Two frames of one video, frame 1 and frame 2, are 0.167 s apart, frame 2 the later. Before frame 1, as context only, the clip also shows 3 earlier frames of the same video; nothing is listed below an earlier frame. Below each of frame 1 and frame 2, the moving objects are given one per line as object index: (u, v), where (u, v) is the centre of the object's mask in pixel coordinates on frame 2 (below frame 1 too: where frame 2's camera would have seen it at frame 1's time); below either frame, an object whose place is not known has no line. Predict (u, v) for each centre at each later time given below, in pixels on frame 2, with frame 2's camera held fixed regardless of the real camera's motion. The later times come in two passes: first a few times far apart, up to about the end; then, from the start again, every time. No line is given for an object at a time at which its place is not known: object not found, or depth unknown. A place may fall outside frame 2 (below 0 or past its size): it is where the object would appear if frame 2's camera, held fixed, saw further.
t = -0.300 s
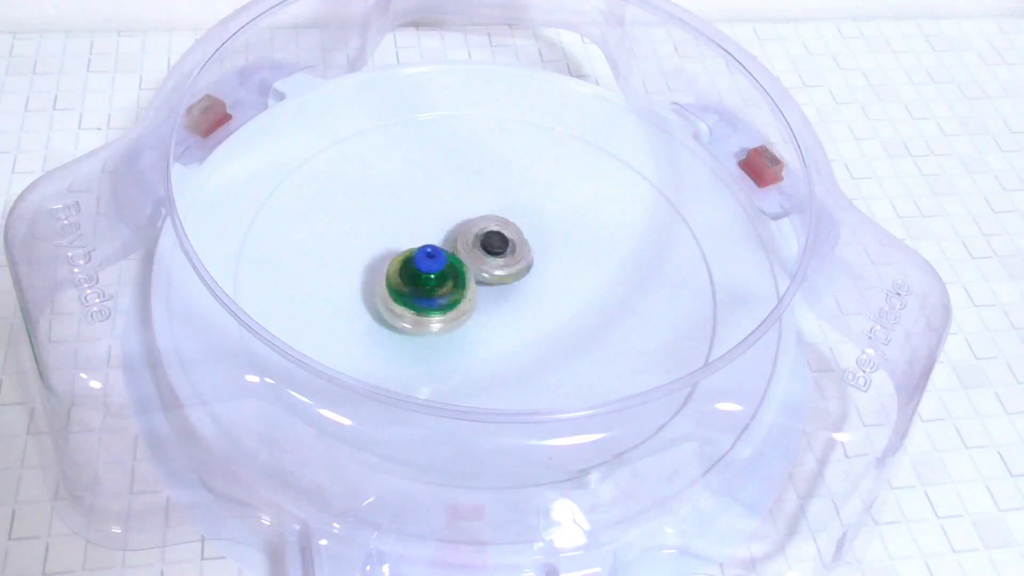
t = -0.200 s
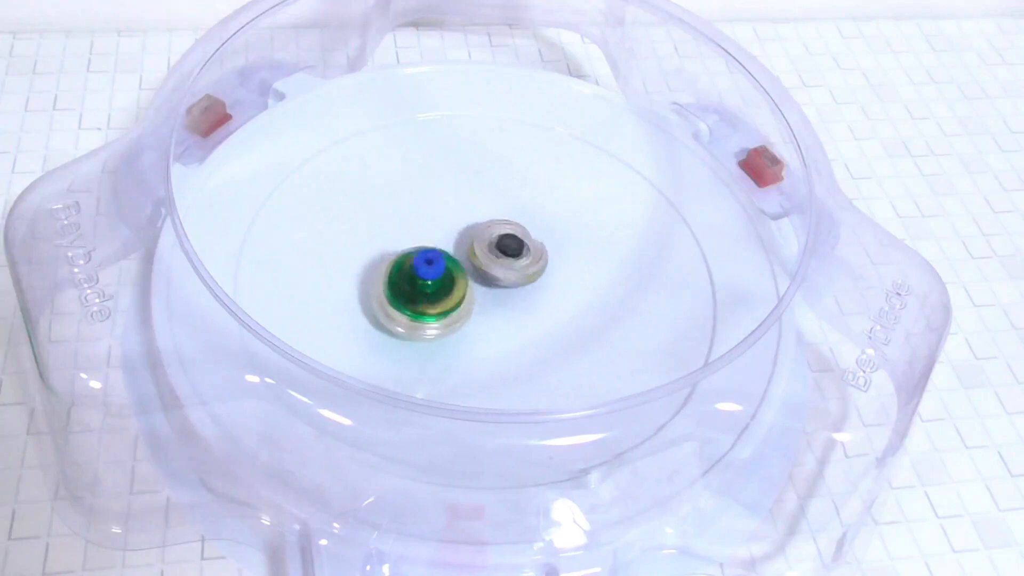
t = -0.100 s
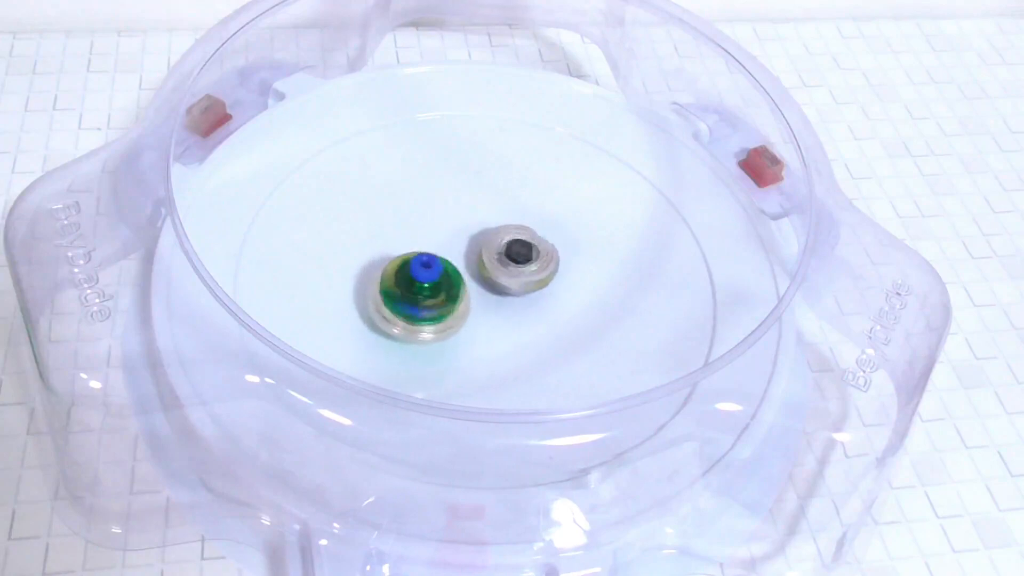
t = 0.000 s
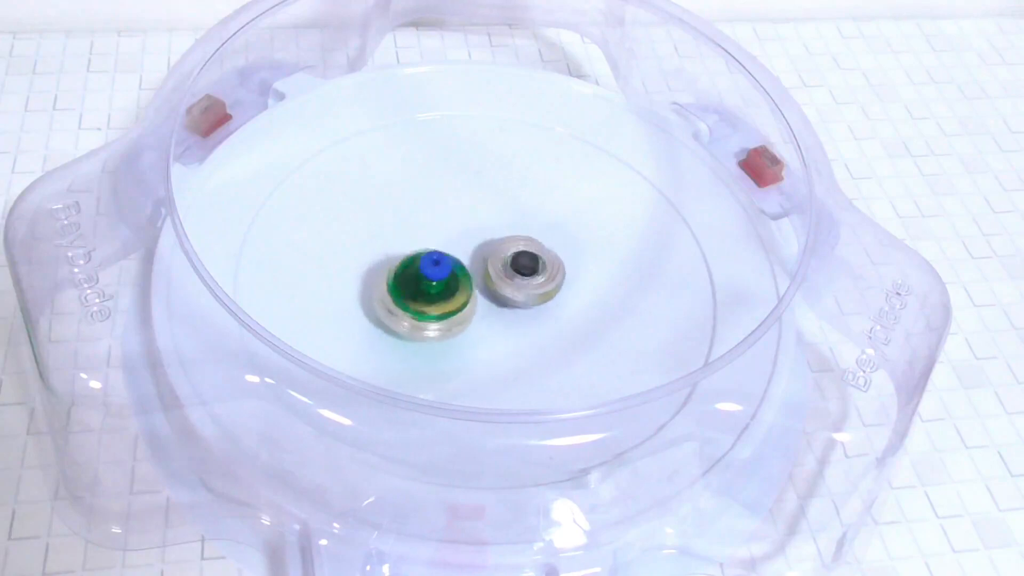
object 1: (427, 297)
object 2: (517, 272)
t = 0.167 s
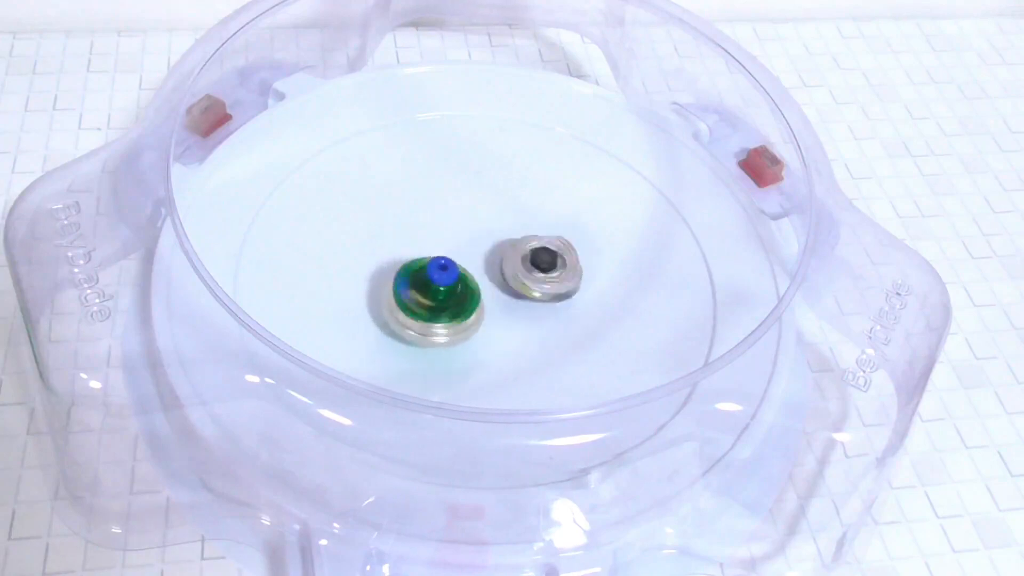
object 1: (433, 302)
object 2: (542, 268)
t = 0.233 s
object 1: (433, 304)
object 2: (543, 266)
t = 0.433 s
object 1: (451, 295)
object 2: (534, 275)
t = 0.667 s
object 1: (462, 301)
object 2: (482, 225)
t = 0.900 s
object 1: (491, 290)
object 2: (496, 223)
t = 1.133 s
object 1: (514, 300)
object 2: (473, 232)
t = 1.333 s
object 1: (508, 293)
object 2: (472, 229)
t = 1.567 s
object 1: (490, 281)
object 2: (473, 219)
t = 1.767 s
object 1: (474, 294)
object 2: (477, 224)
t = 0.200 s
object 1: (433, 305)
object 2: (544, 267)
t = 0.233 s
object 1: (433, 304)
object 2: (543, 266)
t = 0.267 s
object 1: (433, 304)
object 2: (543, 267)
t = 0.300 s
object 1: (435, 303)
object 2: (541, 269)
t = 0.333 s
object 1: (438, 302)
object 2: (541, 272)
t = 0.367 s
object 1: (442, 299)
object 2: (536, 274)
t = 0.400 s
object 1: (446, 298)
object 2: (533, 275)
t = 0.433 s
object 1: (451, 295)
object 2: (534, 275)
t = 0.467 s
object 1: (453, 300)
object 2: (529, 262)
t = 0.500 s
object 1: (455, 302)
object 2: (522, 256)
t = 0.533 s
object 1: (456, 302)
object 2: (515, 243)
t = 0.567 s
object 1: (457, 303)
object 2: (505, 237)
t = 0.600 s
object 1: (459, 303)
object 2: (495, 229)
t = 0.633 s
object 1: (459, 302)
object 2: (486, 226)
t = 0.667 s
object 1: (462, 301)
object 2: (482, 225)
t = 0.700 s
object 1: (465, 298)
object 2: (481, 223)
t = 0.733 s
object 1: (468, 297)
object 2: (482, 223)
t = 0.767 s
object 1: (472, 293)
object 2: (491, 223)
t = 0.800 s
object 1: (476, 291)
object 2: (495, 224)
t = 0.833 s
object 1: (480, 289)
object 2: (496, 224)
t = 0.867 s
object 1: (485, 289)
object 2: (497, 223)
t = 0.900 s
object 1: (491, 290)
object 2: (496, 223)
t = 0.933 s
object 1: (497, 289)
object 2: (494, 224)
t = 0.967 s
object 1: (501, 294)
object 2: (491, 225)
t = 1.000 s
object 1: (505, 294)
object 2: (482, 226)
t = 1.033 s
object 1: (507, 296)
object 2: (478, 229)
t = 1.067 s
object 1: (511, 299)
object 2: (475, 231)
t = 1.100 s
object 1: (513, 299)
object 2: (474, 232)
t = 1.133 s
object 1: (514, 300)
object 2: (473, 232)
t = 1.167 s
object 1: (514, 301)
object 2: (473, 232)
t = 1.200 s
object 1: (514, 300)
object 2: (472, 231)
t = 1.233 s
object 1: (513, 299)
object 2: (472, 231)
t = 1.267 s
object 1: (512, 298)
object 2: (472, 231)
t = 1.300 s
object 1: (510, 294)
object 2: (472, 230)
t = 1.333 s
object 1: (508, 293)
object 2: (472, 229)
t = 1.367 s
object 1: (505, 288)
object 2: (473, 228)
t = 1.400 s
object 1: (502, 286)
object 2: (475, 226)
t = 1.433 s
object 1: (498, 281)
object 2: (477, 224)
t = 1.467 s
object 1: (497, 278)
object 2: (478, 219)
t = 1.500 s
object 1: (495, 279)
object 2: (476, 219)
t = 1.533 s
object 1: (493, 279)
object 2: (475, 219)
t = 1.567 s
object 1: (490, 281)
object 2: (473, 219)
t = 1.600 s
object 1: (488, 285)
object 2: (473, 220)
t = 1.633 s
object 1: (486, 288)
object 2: (474, 221)
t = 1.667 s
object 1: (483, 290)
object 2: (476, 222)
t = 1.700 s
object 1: (479, 293)
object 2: (476, 223)
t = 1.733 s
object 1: (478, 293)
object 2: (476, 223)
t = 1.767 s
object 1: (474, 294)
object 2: (477, 224)
